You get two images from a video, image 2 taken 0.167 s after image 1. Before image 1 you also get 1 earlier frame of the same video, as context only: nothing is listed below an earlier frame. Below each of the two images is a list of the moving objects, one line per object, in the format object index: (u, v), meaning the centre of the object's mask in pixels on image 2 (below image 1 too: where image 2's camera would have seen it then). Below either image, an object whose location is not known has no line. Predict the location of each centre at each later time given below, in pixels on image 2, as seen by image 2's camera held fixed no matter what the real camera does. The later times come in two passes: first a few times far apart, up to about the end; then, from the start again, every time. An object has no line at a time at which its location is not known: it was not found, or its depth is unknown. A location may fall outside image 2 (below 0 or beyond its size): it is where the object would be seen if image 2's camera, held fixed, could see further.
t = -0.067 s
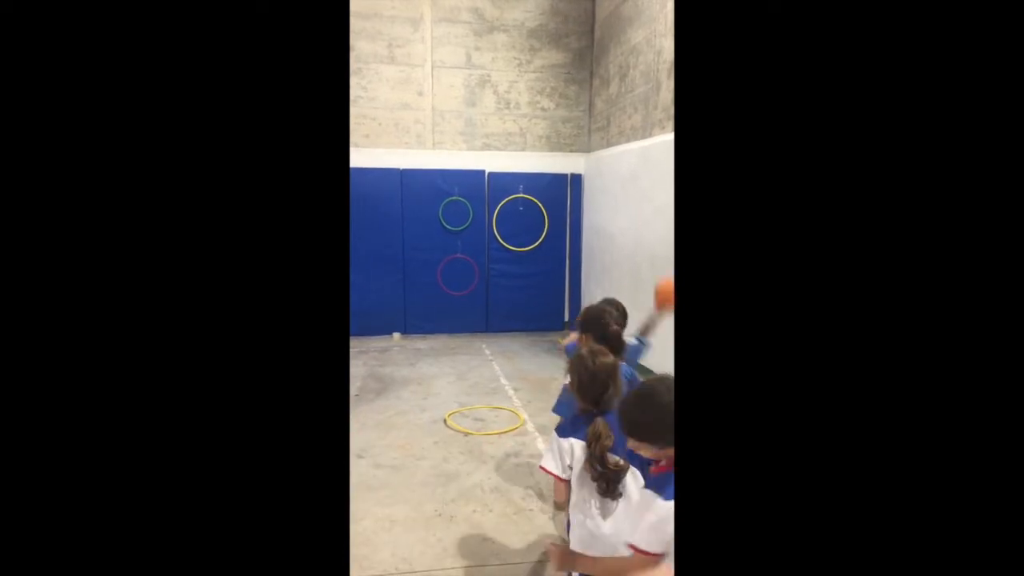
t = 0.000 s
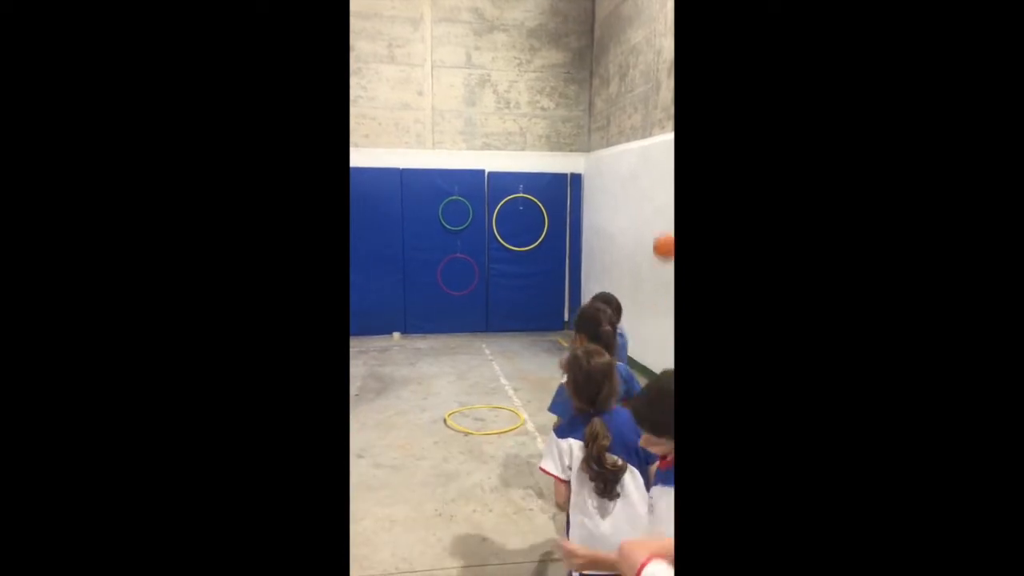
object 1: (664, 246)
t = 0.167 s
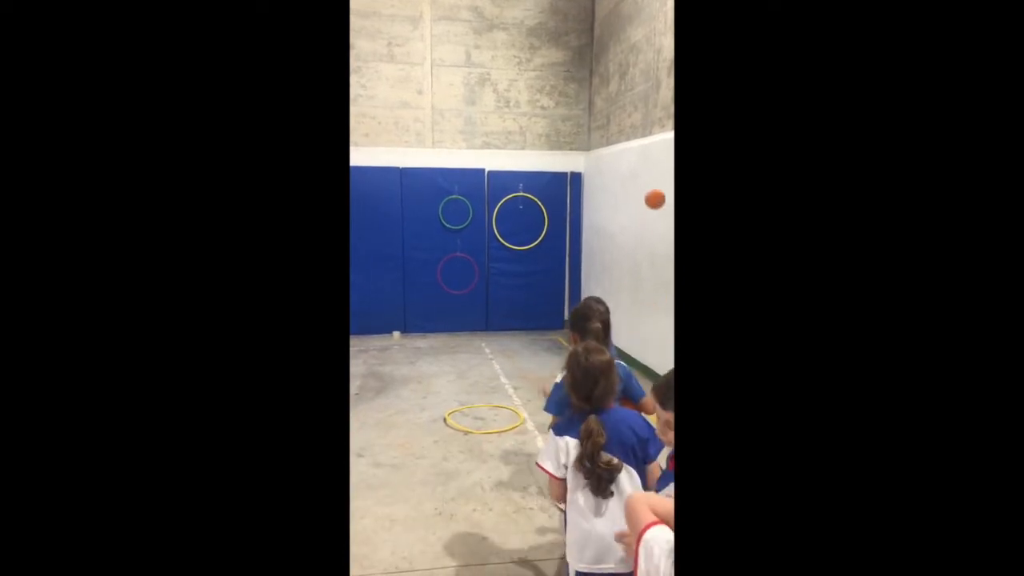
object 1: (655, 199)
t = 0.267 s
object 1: (648, 195)
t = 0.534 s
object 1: (591, 219)
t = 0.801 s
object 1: (541, 291)
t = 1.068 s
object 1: (513, 307)
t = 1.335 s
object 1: (494, 285)
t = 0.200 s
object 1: (653, 196)
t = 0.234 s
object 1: (650, 195)
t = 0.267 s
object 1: (648, 195)
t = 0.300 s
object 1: (646, 196)
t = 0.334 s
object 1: (643, 199)
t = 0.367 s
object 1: (633, 199)
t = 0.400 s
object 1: (624, 201)
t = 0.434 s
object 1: (615, 204)
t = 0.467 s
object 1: (607, 208)
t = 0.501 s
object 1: (599, 214)
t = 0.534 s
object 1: (591, 219)
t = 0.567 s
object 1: (584, 226)
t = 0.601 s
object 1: (577, 233)
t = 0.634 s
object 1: (570, 241)
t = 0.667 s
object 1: (564, 250)
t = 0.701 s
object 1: (557, 260)
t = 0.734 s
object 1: (552, 269)
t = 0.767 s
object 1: (546, 280)
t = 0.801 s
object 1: (541, 291)
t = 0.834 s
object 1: (536, 302)
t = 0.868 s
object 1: (531, 314)
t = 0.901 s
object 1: (527, 326)
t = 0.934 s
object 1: (523, 336)
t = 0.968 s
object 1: (520, 327)
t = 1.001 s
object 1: (518, 320)
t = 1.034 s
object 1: (515, 313)
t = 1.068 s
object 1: (513, 307)
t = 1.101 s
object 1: (511, 301)
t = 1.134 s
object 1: (508, 297)
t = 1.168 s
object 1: (506, 293)
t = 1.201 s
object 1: (503, 290)
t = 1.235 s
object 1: (501, 289)
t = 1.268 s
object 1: (498, 288)
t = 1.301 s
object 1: (497, 286)
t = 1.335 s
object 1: (494, 285)
